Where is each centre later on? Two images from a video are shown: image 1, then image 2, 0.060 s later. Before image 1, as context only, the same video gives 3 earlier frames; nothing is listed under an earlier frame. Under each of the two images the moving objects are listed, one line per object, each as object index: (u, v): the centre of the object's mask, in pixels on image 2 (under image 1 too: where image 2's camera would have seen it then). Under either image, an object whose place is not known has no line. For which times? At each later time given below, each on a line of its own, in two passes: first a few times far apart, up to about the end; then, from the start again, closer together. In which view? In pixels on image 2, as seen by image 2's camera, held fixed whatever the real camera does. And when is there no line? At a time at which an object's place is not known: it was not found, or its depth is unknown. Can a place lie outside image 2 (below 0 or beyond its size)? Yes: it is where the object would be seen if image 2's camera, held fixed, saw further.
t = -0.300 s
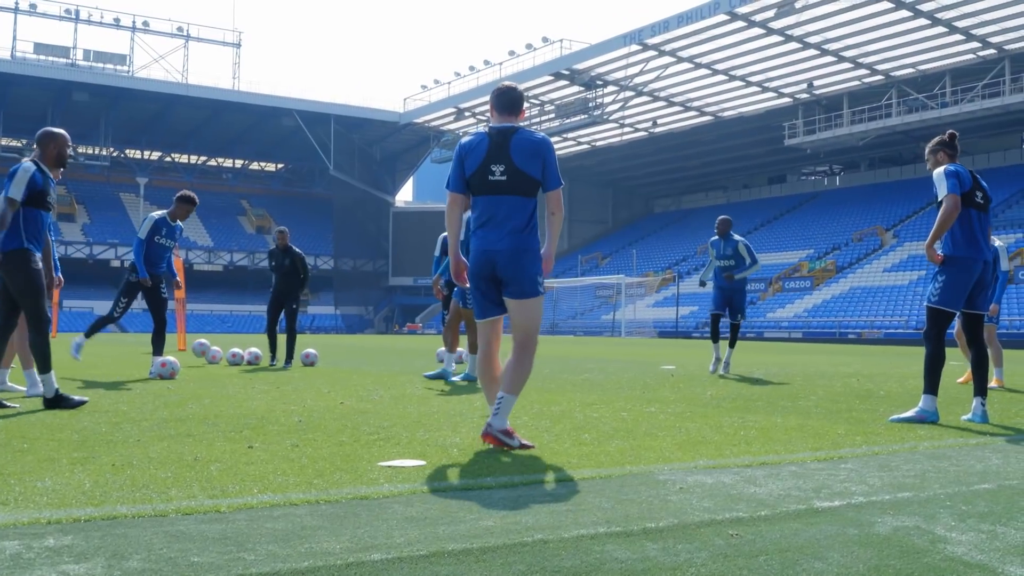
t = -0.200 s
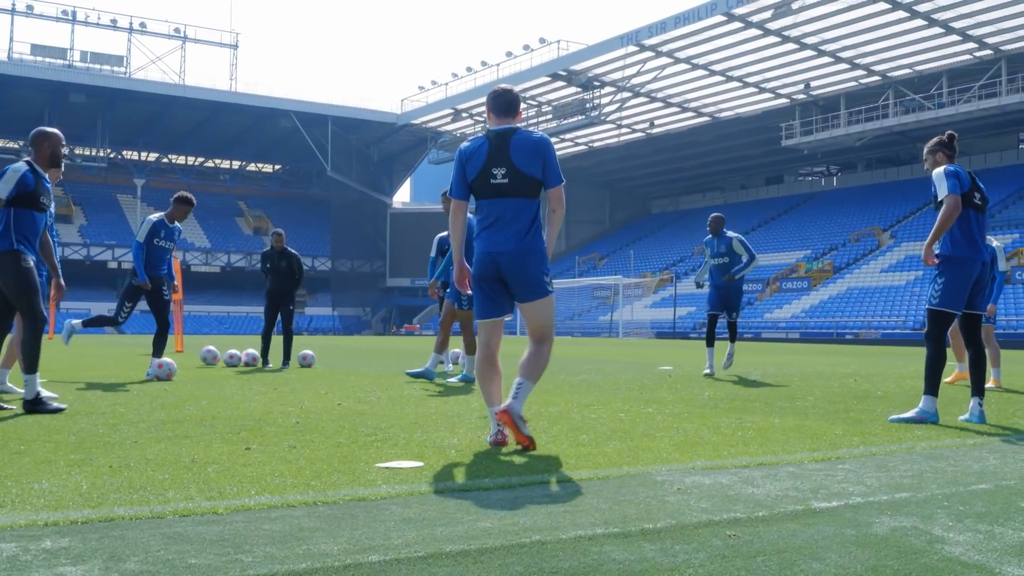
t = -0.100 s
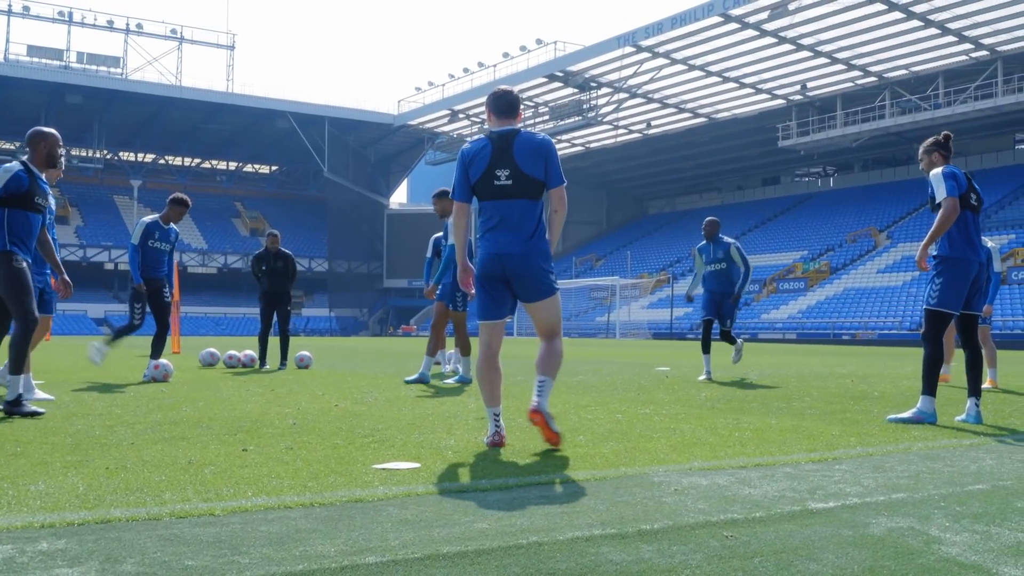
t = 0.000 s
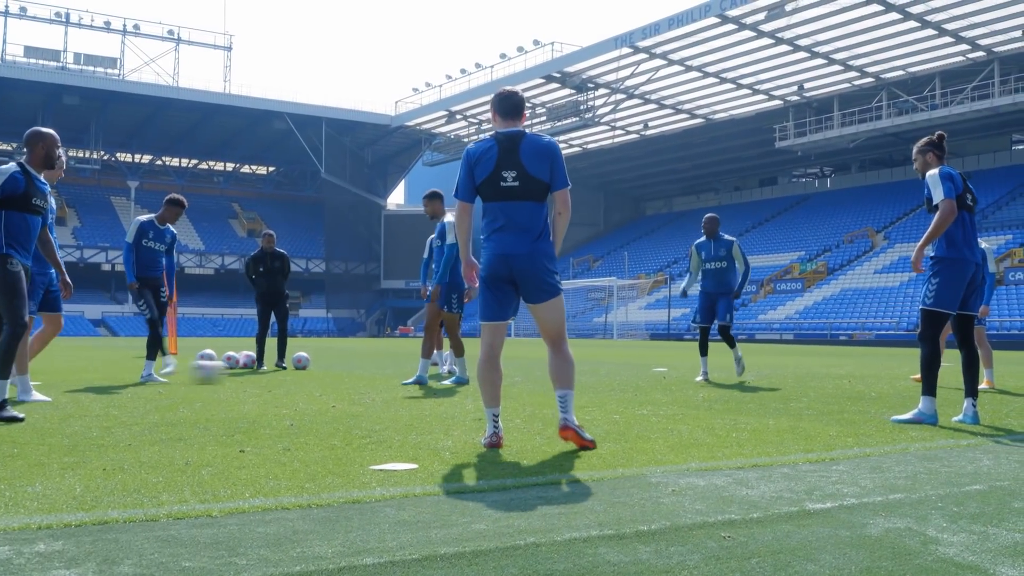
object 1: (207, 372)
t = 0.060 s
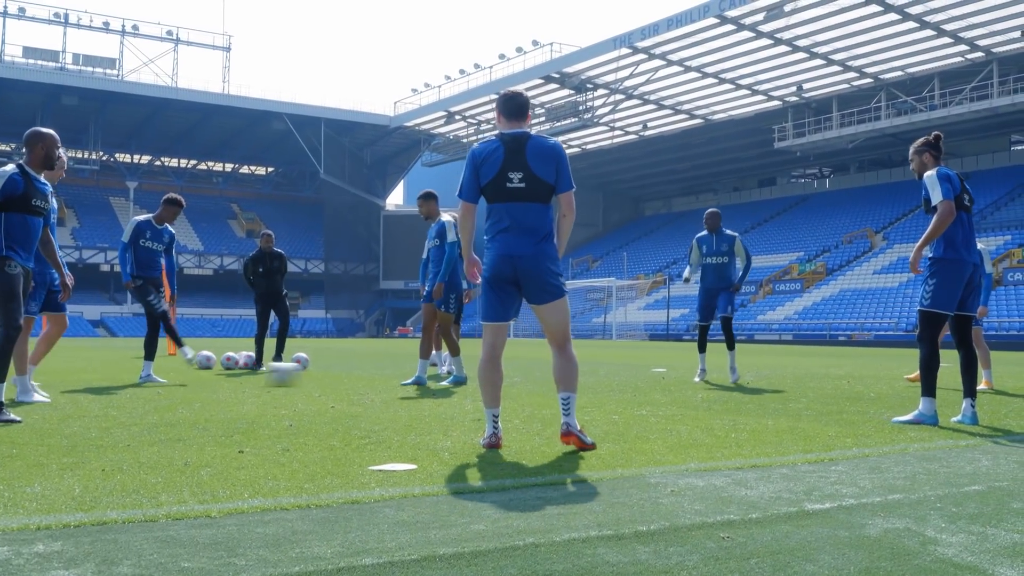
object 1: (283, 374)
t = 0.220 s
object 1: (472, 377)
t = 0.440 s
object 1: (710, 381)
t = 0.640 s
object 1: (898, 387)
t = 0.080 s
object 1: (309, 374)
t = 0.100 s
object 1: (333, 374)
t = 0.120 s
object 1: (358, 375)
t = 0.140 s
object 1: (381, 375)
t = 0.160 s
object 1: (401, 373)
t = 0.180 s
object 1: (425, 376)
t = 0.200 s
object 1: (456, 376)
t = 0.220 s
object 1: (472, 377)
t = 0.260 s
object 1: (524, 379)
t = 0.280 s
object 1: (543, 378)
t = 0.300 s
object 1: (553, 378)
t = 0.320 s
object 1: (593, 380)
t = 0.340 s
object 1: (607, 379)
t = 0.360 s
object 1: (628, 380)
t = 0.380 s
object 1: (650, 381)
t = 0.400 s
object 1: (671, 381)
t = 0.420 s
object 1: (692, 382)
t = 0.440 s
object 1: (710, 381)
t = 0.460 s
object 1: (730, 382)
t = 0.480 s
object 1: (753, 382)
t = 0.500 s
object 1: (770, 383)
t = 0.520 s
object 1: (790, 384)
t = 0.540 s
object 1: (809, 384)
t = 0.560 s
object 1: (827, 385)
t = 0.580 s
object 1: (846, 385)
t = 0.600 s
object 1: (863, 385)
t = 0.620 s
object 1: (882, 386)
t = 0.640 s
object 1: (898, 387)
